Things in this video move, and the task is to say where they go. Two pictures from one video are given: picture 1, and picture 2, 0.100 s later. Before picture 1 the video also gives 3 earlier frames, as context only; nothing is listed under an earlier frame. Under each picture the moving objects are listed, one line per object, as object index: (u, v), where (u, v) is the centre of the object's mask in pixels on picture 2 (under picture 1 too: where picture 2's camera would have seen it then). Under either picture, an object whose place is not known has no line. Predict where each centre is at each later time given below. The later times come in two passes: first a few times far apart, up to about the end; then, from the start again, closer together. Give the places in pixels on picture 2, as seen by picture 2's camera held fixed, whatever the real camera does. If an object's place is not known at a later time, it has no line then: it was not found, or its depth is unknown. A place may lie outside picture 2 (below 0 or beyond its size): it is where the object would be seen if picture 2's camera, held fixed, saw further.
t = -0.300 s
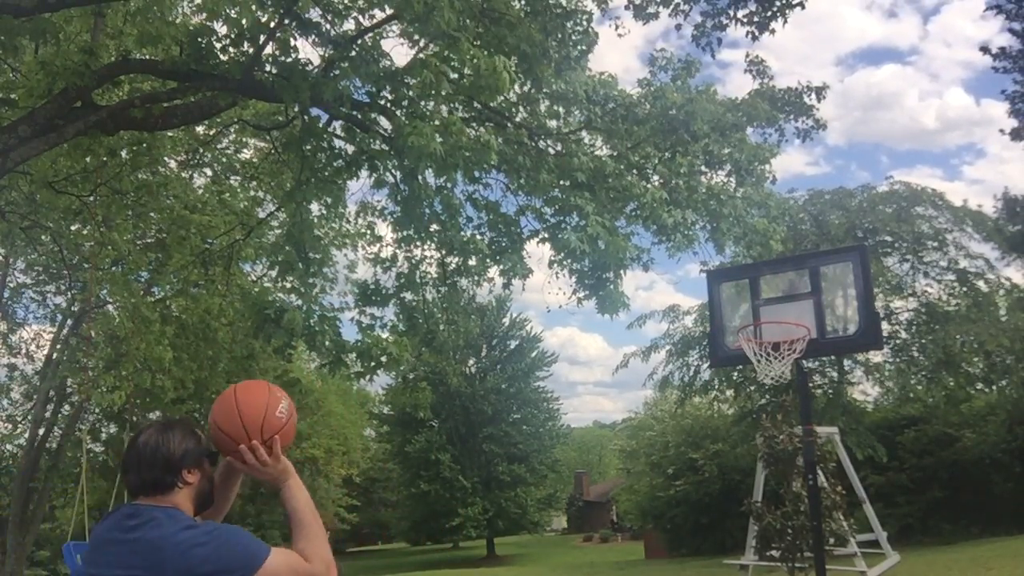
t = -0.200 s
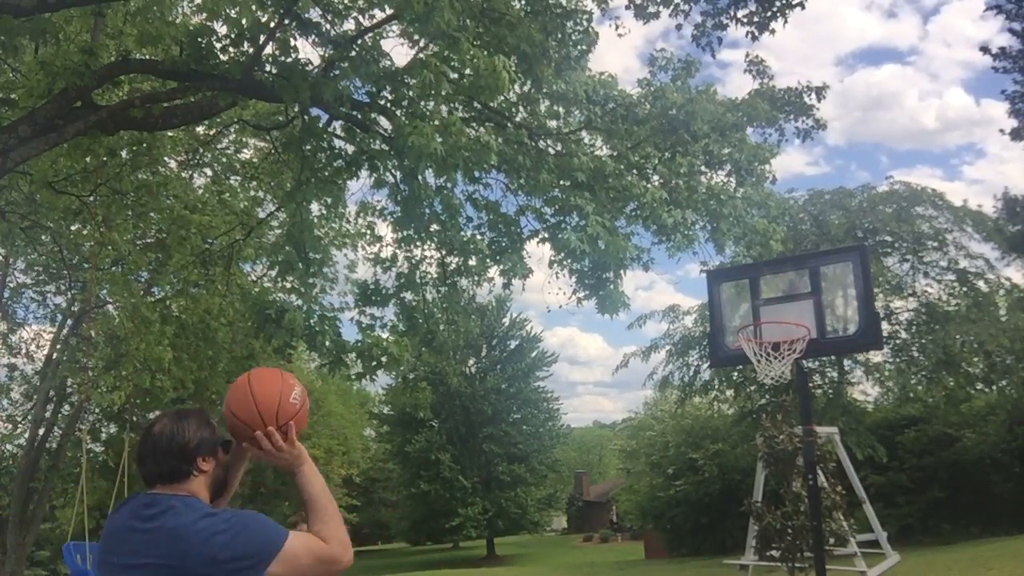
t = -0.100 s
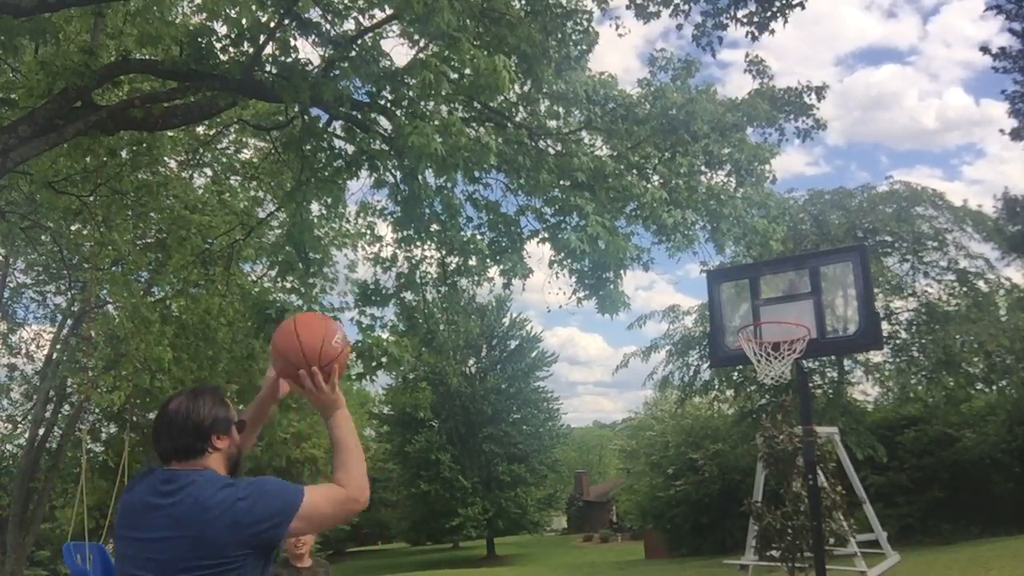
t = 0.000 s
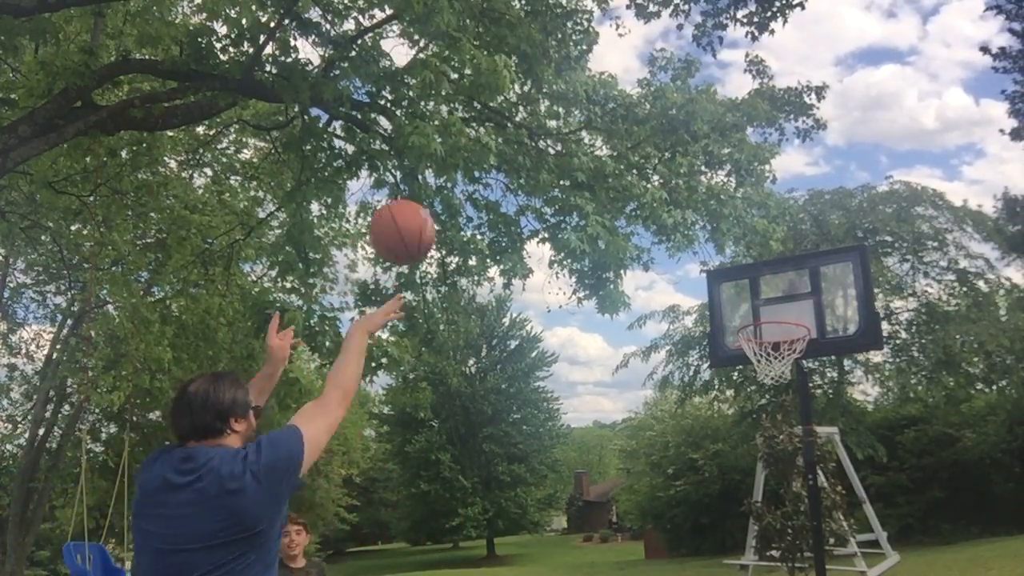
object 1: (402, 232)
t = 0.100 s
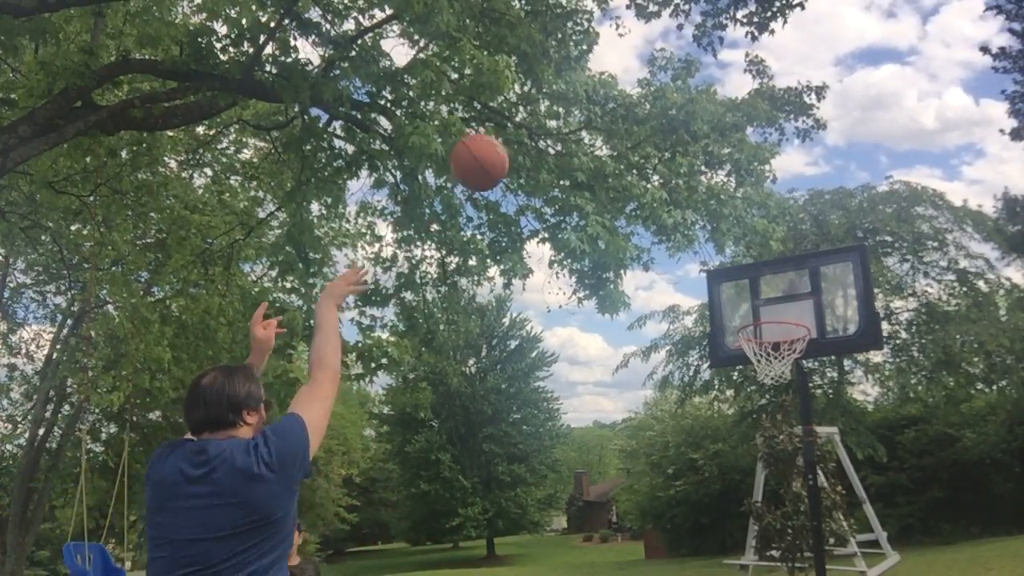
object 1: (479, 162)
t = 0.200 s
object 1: (539, 128)
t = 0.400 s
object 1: (630, 125)
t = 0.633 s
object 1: (707, 196)
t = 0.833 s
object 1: (762, 298)
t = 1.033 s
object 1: (774, 324)
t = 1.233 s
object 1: (777, 333)
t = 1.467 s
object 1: (758, 371)
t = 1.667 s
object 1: (767, 413)
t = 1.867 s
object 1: (786, 525)
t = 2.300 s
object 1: (828, 543)
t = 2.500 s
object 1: (850, 488)
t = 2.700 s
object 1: (878, 497)
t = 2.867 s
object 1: (908, 557)
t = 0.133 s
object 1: (501, 148)
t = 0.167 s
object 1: (521, 137)
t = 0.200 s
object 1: (539, 128)
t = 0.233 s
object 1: (557, 122)
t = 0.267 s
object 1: (573, 119)
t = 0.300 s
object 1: (588, 117)
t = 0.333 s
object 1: (604, 118)
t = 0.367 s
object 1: (617, 121)
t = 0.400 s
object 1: (630, 125)
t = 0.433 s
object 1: (643, 131)
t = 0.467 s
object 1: (655, 139)
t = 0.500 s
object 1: (667, 148)
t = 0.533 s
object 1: (677, 158)
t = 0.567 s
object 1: (687, 169)
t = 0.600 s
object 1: (698, 183)
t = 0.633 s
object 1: (707, 196)
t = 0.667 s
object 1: (718, 210)
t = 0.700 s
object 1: (727, 226)
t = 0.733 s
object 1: (738, 243)
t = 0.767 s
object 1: (746, 259)
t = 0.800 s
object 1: (754, 278)
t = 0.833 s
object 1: (762, 298)
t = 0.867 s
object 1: (765, 312)
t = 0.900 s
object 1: (761, 325)
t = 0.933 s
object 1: (761, 325)
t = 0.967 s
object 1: (762, 324)
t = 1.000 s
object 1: (766, 325)
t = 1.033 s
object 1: (774, 324)
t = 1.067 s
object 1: (785, 325)
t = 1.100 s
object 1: (790, 325)
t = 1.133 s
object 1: (788, 326)
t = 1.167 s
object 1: (785, 328)
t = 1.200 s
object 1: (780, 330)
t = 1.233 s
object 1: (777, 333)
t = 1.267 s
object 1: (775, 335)
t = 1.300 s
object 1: (772, 336)
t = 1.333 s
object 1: (770, 337)
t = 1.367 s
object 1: (764, 342)
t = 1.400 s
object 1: (758, 349)
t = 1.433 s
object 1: (755, 361)
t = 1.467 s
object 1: (758, 371)
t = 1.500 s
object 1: (758, 373)
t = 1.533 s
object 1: (758, 377)
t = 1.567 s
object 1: (760, 383)
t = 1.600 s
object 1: (762, 391)
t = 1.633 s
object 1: (764, 401)
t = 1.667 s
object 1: (767, 413)
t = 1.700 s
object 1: (770, 427)
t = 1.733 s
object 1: (773, 443)
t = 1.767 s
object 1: (776, 460)
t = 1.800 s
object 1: (780, 480)
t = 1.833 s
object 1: (782, 500)
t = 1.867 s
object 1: (786, 525)
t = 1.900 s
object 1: (790, 550)
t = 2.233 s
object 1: (822, 567)
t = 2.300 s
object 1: (828, 543)
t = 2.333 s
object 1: (832, 529)
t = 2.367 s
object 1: (835, 518)
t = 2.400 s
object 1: (838, 508)
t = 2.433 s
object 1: (842, 500)
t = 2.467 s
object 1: (846, 493)
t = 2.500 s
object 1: (850, 488)
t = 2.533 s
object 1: (854, 485)
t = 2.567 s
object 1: (858, 484)
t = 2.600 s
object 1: (863, 484)
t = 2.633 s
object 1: (868, 486)
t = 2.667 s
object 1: (873, 490)
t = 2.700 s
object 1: (878, 497)
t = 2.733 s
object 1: (884, 505)
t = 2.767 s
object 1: (890, 515)
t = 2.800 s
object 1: (896, 527)
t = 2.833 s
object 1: (902, 541)
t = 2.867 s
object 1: (908, 557)
